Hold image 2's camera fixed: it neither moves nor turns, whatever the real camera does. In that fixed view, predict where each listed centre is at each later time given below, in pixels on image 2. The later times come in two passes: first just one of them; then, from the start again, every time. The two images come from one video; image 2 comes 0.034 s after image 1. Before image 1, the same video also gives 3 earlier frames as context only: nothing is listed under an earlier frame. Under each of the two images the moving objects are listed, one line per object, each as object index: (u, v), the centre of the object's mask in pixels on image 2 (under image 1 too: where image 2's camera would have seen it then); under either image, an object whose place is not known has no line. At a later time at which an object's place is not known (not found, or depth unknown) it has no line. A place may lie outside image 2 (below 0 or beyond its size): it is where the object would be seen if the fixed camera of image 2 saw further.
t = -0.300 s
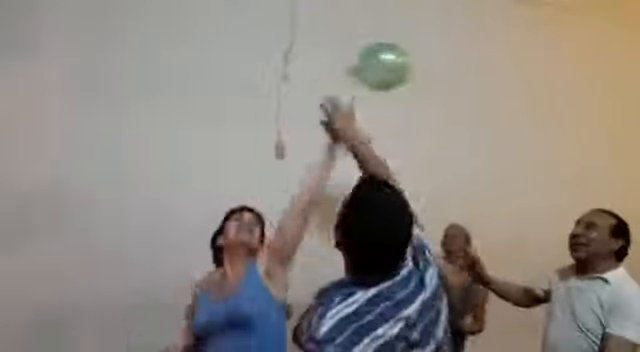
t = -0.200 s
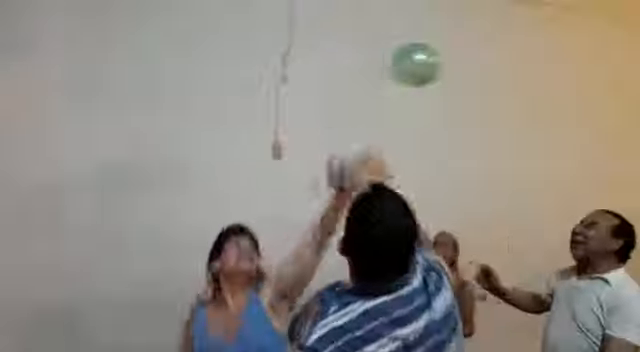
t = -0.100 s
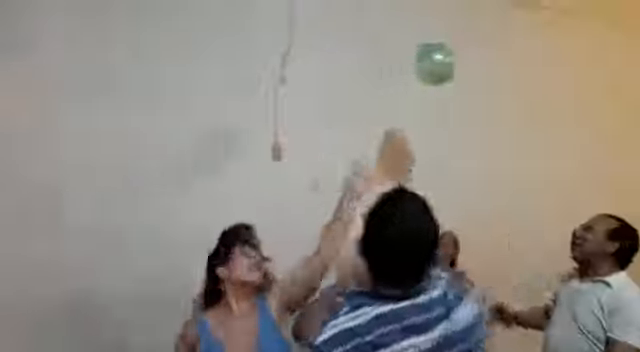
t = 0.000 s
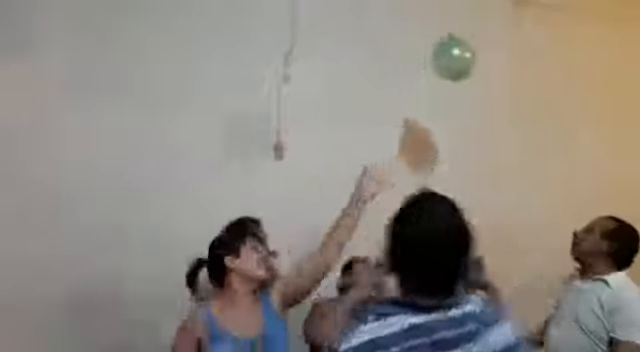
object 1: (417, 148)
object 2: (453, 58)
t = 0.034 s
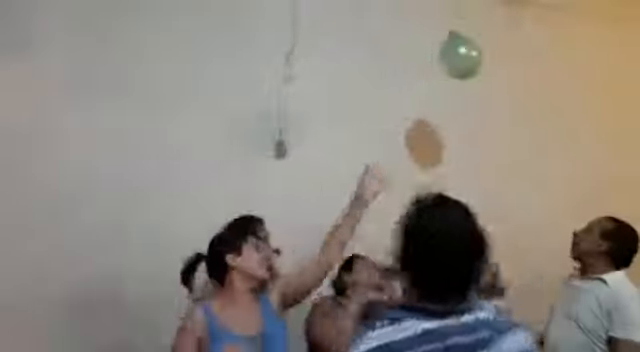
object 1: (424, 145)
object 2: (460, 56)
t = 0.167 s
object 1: (443, 143)
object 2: (477, 56)
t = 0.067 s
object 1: (430, 142)
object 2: (466, 54)
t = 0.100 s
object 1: (436, 142)
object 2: (470, 54)
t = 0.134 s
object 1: (441, 142)
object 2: (474, 54)
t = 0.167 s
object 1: (443, 143)
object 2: (477, 56)
